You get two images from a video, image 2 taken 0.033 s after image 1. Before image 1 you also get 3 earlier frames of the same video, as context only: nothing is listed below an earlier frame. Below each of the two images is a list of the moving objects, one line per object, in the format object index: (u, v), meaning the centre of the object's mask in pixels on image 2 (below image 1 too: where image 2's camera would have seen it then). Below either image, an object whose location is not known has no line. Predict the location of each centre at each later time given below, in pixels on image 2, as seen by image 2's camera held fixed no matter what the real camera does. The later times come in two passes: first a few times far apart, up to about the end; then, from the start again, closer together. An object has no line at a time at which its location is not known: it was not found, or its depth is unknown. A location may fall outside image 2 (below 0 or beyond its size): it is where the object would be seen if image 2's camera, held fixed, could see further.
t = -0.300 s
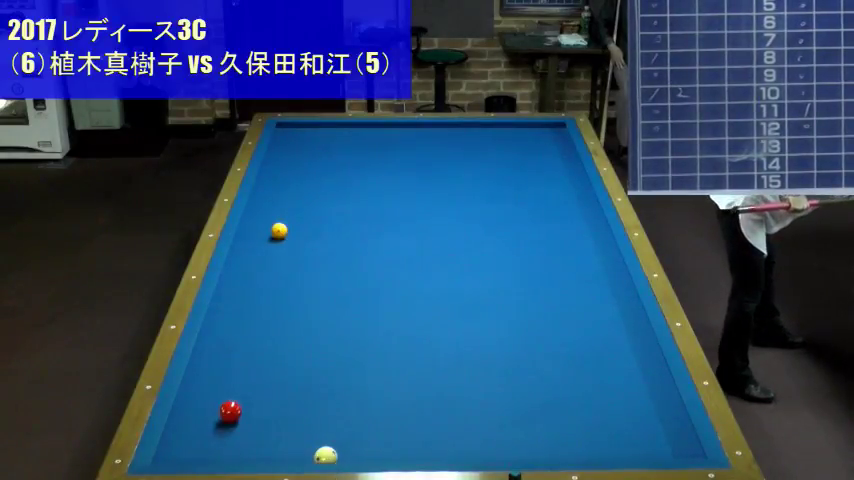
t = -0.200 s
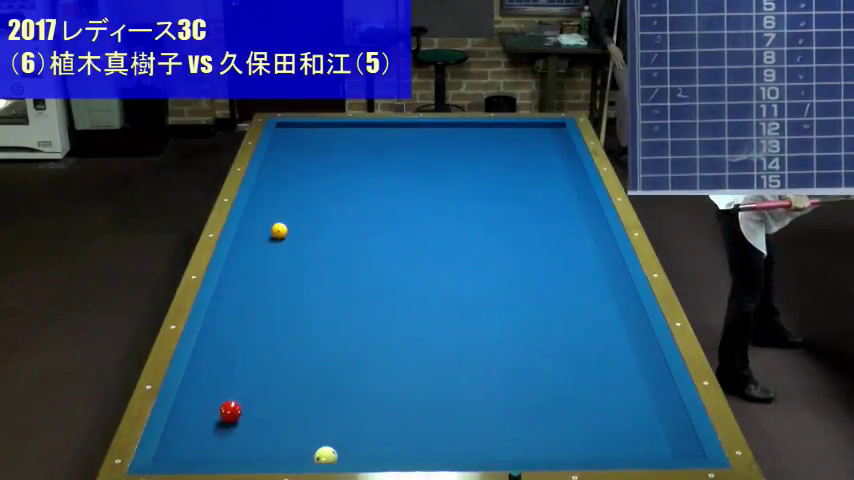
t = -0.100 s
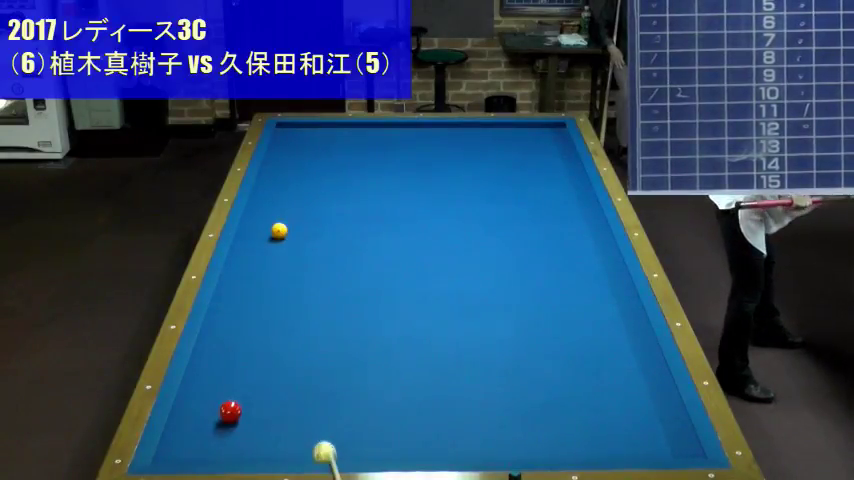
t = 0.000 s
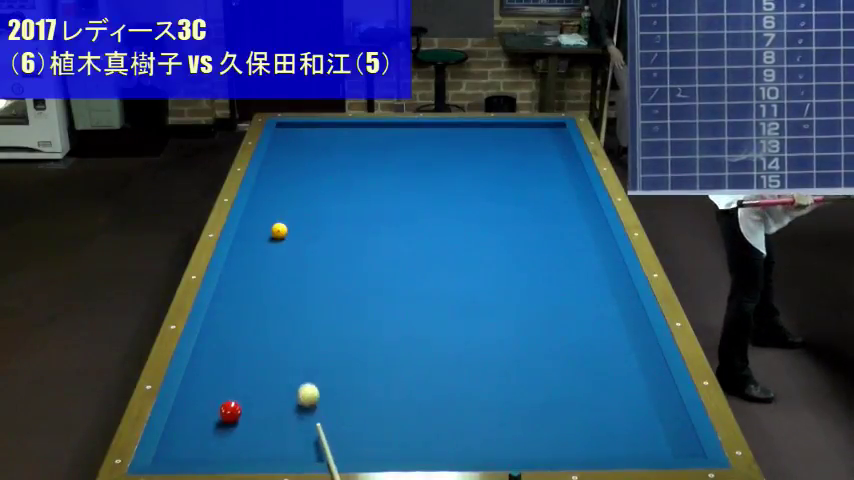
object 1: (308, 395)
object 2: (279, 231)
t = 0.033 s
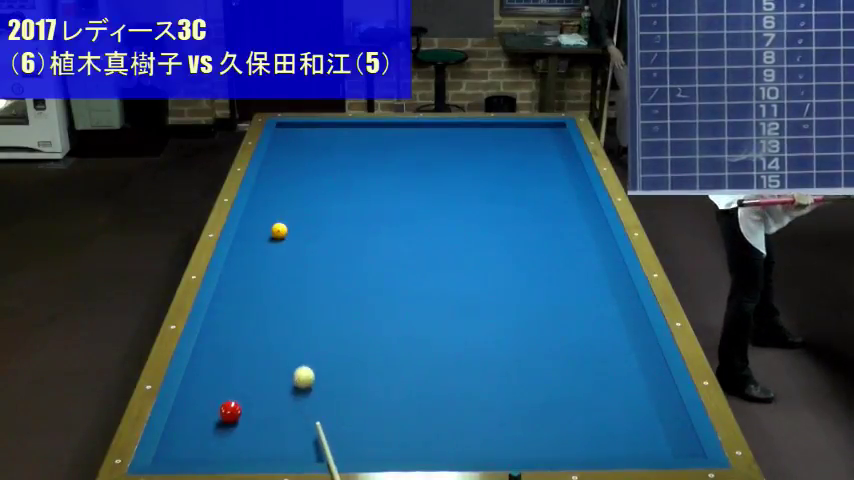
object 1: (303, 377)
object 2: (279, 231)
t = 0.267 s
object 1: (280, 279)
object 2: (279, 231)
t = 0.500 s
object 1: (249, 228)
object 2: (305, 210)
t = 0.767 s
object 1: (322, 198)
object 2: (356, 169)
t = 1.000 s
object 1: (368, 172)
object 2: (388, 144)
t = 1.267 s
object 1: (415, 146)
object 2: (416, 128)
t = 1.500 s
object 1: (476, 137)
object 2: (409, 132)
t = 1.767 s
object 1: (555, 133)
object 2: (392, 129)
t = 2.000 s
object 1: (522, 134)
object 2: (378, 126)
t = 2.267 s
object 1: (481, 136)
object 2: (364, 124)
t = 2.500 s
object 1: (447, 137)
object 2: (354, 126)
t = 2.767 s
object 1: (408, 138)
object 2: (342, 126)
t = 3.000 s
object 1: (374, 140)
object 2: (333, 128)
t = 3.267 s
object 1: (336, 142)
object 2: (323, 129)
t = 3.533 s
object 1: (299, 143)
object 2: (314, 130)
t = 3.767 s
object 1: (280, 144)
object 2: (305, 130)
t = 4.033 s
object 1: (300, 145)
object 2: (297, 131)
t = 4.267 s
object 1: (317, 145)
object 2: (290, 132)
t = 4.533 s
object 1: (335, 146)
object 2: (283, 133)
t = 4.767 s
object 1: (351, 146)
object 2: (279, 134)
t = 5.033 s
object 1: (368, 146)
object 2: (282, 134)
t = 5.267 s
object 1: (383, 147)
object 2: (284, 134)
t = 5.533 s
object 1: (400, 148)
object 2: (286, 135)
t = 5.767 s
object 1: (413, 148)
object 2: (287, 135)
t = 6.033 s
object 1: (428, 148)
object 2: (288, 135)
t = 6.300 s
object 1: (443, 149)
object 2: (289, 135)
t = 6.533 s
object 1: (455, 150)
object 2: (289, 136)
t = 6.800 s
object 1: (469, 150)
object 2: (289, 136)
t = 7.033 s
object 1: (480, 151)
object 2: (289, 135)
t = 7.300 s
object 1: (492, 151)
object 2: (289, 136)
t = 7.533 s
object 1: (502, 152)
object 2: (289, 136)
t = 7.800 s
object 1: (513, 152)
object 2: (289, 136)
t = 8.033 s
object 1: (522, 153)
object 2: (289, 136)
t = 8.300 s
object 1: (532, 153)
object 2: (289, 136)
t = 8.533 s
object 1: (540, 154)
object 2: (289, 136)
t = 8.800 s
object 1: (548, 154)
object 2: (289, 136)
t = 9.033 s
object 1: (555, 154)
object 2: (289, 136)
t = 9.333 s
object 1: (563, 155)
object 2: (289, 136)
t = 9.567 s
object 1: (568, 155)
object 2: (289, 136)
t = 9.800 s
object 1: (571, 156)
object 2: (289, 136)
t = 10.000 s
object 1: (569, 156)
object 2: (289, 136)
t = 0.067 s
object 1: (299, 361)
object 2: (279, 231)
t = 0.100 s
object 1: (296, 346)
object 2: (279, 231)
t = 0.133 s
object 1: (292, 331)
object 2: (279, 231)
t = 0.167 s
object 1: (289, 317)
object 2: (279, 231)
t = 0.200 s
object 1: (286, 304)
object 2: (279, 231)
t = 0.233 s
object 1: (283, 291)
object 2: (279, 231)
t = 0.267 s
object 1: (280, 279)
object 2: (279, 231)
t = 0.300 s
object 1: (277, 268)
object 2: (279, 231)
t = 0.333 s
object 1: (275, 256)
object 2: (279, 231)
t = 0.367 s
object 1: (272, 246)
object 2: (279, 230)
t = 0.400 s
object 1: (270, 237)
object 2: (281, 229)
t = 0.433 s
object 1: (258, 234)
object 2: (288, 223)
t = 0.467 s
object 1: (247, 231)
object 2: (297, 216)
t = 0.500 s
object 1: (249, 228)
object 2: (305, 210)
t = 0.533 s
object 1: (260, 224)
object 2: (312, 204)
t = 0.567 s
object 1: (270, 221)
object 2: (320, 198)
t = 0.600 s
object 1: (280, 217)
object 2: (327, 193)
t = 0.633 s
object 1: (289, 213)
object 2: (333, 187)
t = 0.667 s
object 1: (298, 210)
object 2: (339, 182)
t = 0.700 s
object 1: (306, 206)
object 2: (345, 178)
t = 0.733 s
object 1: (314, 202)
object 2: (351, 173)
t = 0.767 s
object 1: (322, 198)
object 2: (356, 169)
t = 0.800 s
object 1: (329, 194)
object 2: (361, 165)
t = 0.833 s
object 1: (336, 190)
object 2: (365, 162)
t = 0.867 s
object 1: (343, 186)
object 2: (370, 158)
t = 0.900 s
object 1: (349, 183)
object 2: (374, 154)
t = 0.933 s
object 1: (356, 179)
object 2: (379, 151)
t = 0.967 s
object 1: (362, 176)
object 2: (383, 148)
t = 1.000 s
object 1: (368, 172)
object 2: (388, 144)
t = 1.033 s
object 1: (375, 169)
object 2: (392, 141)
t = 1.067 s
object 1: (381, 165)
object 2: (396, 138)
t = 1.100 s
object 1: (386, 162)
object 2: (399, 135)
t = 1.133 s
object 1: (392, 159)
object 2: (404, 132)
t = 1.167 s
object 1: (398, 156)
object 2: (407, 129)
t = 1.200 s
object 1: (404, 152)
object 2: (411, 126)
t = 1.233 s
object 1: (409, 149)
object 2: (414, 125)
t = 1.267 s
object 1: (415, 146)
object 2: (416, 128)
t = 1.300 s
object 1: (420, 143)
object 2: (418, 130)
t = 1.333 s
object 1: (426, 140)
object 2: (421, 131)
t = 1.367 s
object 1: (432, 137)
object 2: (421, 133)
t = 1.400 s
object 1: (443, 137)
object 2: (418, 133)
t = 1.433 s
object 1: (454, 137)
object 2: (415, 132)
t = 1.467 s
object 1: (465, 138)
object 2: (411, 132)
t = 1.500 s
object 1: (476, 137)
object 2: (409, 132)
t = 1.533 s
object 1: (487, 137)
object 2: (406, 131)
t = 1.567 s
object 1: (497, 137)
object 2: (404, 131)
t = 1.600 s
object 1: (507, 136)
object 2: (402, 130)
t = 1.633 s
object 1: (517, 136)
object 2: (400, 130)
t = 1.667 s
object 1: (526, 135)
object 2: (398, 130)
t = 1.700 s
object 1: (536, 134)
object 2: (396, 129)
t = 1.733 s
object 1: (545, 134)
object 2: (394, 129)
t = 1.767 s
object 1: (555, 133)
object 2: (392, 129)
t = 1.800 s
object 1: (562, 133)
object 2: (390, 128)
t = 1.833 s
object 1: (555, 133)
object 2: (388, 128)
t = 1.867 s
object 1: (548, 133)
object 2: (386, 128)
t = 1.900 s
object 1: (541, 134)
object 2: (384, 127)
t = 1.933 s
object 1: (534, 134)
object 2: (382, 127)
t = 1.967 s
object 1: (527, 134)
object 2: (380, 127)
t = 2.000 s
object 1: (522, 134)
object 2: (378, 126)
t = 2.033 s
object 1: (516, 134)
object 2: (376, 126)
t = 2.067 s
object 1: (511, 135)
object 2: (374, 126)
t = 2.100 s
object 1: (506, 135)
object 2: (373, 126)
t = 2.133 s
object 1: (501, 135)
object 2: (371, 125)
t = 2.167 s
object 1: (496, 135)
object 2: (369, 125)
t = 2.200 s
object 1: (491, 135)
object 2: (367, 124)
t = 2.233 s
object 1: (486, 136)
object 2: (365, 124)
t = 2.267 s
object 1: (481, 136)
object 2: (364, 124)
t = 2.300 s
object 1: (476, 136)
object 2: (362, 125)
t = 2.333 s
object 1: (471, 136)
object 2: (361, 125)
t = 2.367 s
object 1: (466, 136)
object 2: (360, 125)
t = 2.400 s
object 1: (462, 137)
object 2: (358, 125)
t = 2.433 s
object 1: (456, 137)
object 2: (357, 125)
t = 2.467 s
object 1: (451, 137)
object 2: (355, 125)
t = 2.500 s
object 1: (447, 137)
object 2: (354, 126)
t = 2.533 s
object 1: (442, 137)
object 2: (352, 126)
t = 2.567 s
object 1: (437, 137)
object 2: (351, 126)
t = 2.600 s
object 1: (432, 138)
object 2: (349, 126)
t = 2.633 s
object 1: (427, 138)
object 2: (348, 126)
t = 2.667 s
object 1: (422, 138)
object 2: (346, 126)
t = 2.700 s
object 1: (418, 138)
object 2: (345, 126)
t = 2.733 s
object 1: (413, 138)
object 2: (344, 126)
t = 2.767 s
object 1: (408, 138)
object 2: (342, 126)
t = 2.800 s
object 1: (403, 139)
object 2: (341, 127)
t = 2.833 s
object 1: (398, 139)
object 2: (340, 127)
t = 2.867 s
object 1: (393, 139)
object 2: (338, 127)
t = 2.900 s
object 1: (389, 139)
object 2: (337, 127)
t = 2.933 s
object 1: (384, 139)
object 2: (336, 127)
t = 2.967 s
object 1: (379, 140)
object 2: (334, 128)
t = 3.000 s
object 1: (374, 140)
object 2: (333, 128)
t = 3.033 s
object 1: (369, 140)
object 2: (332, 128)
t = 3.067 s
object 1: (364, 140)
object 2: (330, 128)
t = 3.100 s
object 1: (360, 141)
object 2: (329, 128)
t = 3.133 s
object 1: (355, 141)
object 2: (328, 128)
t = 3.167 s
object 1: (350, 141)
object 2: (327, 128)
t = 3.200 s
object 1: (346, 141)
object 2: (325, 128)
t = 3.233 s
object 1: (341, 141)
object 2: (324, 128)
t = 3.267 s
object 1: (336, 142)
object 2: (323, 129)
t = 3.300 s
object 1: (332, 142)
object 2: (322, 129)
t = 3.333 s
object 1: (327, 142)
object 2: (321, 129)
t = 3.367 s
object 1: (322, 142)
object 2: (319, 129)
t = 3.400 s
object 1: (317, 143)
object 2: (318, 129)
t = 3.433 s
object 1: (312, 143)
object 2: (317, 129)
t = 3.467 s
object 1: (308, 143)
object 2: (316, 129)
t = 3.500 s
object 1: (303, 143)
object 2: (315, 129)
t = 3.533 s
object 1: (299, 143)
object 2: (314, 130)
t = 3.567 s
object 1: (294, 144)
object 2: (312, 130)
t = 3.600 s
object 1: (289, 144)
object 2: (311, 130)
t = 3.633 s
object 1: (285, 144)
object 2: (310, 130)
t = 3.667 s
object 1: (280, 144)
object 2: (309, 130)
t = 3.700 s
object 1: (275, 144)
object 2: (308, 130)
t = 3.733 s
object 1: (277, 144)
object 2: (307, 130)
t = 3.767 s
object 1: (280, 144)
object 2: (305, 130)
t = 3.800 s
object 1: (283, 144)
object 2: (304, 130)
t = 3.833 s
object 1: (285, 145)
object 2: (303, 130)
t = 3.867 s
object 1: (287, 145)
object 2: (302, 130)
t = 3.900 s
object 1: (290, 145)
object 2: (301, 130)
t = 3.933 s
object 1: (292, 145)
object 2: (300, 131)
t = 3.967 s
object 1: (295, 145)
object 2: (299, 130)
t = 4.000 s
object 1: (297, 145)
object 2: (298, 131)
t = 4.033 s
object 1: (300, 145)
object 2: (297, 131)
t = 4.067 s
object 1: (302, 145)
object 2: (296, 131)
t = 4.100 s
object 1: (305, 145)
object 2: (295, 131)
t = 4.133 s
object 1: (307, 145)
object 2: (294, 132)
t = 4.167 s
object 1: (309, 145)
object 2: (293, 132)
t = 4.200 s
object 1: (312, 145)
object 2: (292, 132)
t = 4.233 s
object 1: (314, 145)
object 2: (291, 132)
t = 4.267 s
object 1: (317, 145)
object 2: (290, 132)
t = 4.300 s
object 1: (319, 145)
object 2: (289, 132)
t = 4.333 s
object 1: (321, 145)
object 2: (288, 132)
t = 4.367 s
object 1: (323, 145)
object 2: (287, 132)
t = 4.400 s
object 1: (326, 145)
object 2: (286, 133)
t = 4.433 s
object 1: (328, 145)
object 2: (286, 132)
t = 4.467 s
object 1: (330, 146)
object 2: (284, 133)
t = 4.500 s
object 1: (333, 146)
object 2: (284, 133)
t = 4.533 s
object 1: (335, 146)
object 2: (283, 133)
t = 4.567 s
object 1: (337, 146)
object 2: (282, 133)
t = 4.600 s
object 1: (340, 146)
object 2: (281, 133)
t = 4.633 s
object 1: (342, 146)
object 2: (281, 133)
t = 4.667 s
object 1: (344, 146)
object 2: (280, 133)
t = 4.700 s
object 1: (346, 146)
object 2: (279, 133)
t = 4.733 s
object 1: (349, 146)
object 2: (279, 133)
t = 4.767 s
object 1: (351, 146)
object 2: (279, 134)
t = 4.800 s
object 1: (353, 146)
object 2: (280, 134)
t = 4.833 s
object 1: (355, 146)
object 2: (280, 134)
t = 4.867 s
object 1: (357, 146)
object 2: (280, 134)
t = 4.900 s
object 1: (360, 146)
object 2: (281, 134)
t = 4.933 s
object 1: (362, 146)
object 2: (281, 134)
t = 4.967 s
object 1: (364, 146)
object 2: (281, 134)
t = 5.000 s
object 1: (366, 146)
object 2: (282, 134)
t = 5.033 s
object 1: (368, 146)
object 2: (282, 134)
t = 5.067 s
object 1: (370, 147)
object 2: (282, 134)
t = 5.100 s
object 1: (373, 147)
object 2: (283, 134)
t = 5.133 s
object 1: (375, 147)
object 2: (283, 134)
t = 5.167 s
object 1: (377, 147)
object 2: (283, 134)
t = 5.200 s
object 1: (379, 147)
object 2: (284, 134)
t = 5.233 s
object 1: (381, 147)
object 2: (284, 134)
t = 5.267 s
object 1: (383, 147)
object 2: (284, 134)
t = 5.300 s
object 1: (385, 147)
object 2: (284, 134)
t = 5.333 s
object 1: (387, 147)
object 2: (285, 134)
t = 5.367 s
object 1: (389, 147)
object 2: (285, 134)
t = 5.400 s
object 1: (391, 147)
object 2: (285, 134)
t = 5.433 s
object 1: (393, 147)
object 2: (286, 134)
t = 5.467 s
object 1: (395, 148)
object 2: (286, 134)
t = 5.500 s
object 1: (397, 148)
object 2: (286, 135)
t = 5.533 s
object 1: (400, 148)
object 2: (286, 135)
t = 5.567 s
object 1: (401, 148)
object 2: (286, 135)
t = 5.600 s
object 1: (403, 148)
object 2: (287, 135)
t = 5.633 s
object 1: (406, 148)
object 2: (287, 135)
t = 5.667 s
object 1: (408, 148)
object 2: (287, 135)
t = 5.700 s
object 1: (409, 148)
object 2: (287, 135)
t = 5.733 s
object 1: (411, 148)
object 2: (287, 135)
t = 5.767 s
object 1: (413, 148)
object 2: (287, 135)
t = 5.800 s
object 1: (415, 148)
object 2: (287, 135)
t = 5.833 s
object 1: (417, 148)
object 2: (288, 135)
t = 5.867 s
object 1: (419, 148)
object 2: (288, 135)
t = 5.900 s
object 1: (421, 148)
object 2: (288, 135)
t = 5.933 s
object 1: (423, 148)
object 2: (288, 135)
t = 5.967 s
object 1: (425, 149)
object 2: (288, 135)
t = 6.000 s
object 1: (427, 149)
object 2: (288, 135)
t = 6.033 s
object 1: (428, 148)
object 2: (288, 135)
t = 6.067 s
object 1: (430, 149)
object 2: (288, 135)
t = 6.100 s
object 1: (432, 149)
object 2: (288, 135)
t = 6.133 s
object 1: (434, 149)
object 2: (289, 135)
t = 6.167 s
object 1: (436, 149)
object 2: (289, 135)
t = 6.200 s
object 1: (438, 149)
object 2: (289, 135)
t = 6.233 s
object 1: (439, 149)
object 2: (289, 135)
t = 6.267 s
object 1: (441, 149)
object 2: (289, 135)
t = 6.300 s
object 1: (443, 149)
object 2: (289, 135)
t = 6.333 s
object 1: (445, 149)
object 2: (289, 136)
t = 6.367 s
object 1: (447, 149)
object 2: (289, 136)
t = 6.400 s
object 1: (448, 149)
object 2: (289, 136)
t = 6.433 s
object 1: (450, 149)
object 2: (289, 136)
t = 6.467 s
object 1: (452, 149)
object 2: (289, 135)
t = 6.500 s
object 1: (454, 150)
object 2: (289, 135)
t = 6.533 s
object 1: (455, 150)
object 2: (289, 136)
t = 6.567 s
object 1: (457, 150)
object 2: (289, 136)
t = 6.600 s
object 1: (459, 150)
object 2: (289, 136)
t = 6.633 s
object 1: (460, 150)
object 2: (289, 136)
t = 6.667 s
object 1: (462, 150)
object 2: (289, 136)
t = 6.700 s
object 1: (464, 150)
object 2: (289, 136)
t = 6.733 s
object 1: (465, 150)
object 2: (289, 136)
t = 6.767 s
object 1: (467, 150)
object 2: (289, 136)
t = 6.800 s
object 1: (469, 150)
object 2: (289, 136)
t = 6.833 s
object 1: (470, 150)
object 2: (289, 136)
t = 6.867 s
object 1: (472, 150)
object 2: (289, 136)
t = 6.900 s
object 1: (473, 151)
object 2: (289, 136)
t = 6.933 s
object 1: (475, 151)
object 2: (289, 136)
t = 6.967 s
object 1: (477, 151)
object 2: (289, 136)
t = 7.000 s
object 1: (478, 151)
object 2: (289, 136)
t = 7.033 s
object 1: (480, 151)
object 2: (289, 135)
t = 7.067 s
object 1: (481, 151)
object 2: (289, 136)
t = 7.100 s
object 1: (483, 151)
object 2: (289, 136)
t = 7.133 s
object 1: (484, 151)
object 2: (289, 136)
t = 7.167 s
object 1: (486, 151)
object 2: (289, 136)
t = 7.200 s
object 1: (488, 151)
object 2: (289, 136)
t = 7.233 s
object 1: (489, 151)
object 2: (289, 136)
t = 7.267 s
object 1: (491, 151)
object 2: (289, 136)
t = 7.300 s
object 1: (492, 151)
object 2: (289, 136)
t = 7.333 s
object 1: (494, 151)
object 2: (289, 136)
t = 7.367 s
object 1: (495, 151)
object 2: (289, 136)
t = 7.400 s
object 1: (496, 152)
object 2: (289, 136)
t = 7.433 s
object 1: (498, 152)
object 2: (289, 136)
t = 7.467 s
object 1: (499, 152)
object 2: (289, 136)
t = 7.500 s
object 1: (501, 152)
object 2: (289, 136)
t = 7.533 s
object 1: (502, 152)
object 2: (289, 136)
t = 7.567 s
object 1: (504, 152)
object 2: (289, 136)
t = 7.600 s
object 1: (505, 152)
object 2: (289, 136)
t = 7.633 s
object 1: (506, 152)
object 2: (289, 136)
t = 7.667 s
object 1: (508, 152)
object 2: (289, 136)
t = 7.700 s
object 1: (509, 152)
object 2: (289, 136)
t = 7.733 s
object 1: (510, 152)
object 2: (289, 136)
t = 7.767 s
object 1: (512, 152)
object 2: (289, 136)
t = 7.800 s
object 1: (513, 152)
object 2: (289, 136)
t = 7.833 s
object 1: (514, 152)
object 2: (289, 136)
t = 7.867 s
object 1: (516, 152)
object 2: (289, 136)
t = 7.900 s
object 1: (517, 153)
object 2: (289, 136)
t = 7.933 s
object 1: (518, 153)
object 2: (289, 136)
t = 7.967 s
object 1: (519, 153)
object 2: (289, 136)
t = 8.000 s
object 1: (521, 153)
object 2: (289, 136)
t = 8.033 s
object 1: (522, 153)
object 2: (289, 136)
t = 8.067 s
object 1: (523, 153)
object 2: (289, 136)
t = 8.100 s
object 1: (525, 153)
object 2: (289, 136)
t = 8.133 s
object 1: (526, 153)
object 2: (289, 136)
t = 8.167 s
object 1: (527, 153)
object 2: (289, 136)
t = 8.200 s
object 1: (528, 153)
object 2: (289, 136)
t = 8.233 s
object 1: (529, 153)
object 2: (289, 136)
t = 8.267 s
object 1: (530, 153)
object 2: (289, 136)
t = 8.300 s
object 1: (532, 153)
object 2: (289, 136)
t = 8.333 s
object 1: (533, 153)
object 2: (289, 136)
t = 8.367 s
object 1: (534, 153)
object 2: (289, 136)
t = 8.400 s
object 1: (535, 153)
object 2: (289, 136)
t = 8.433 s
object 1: (536, 154)
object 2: (289, 136)
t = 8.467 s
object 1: (537, 153)
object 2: (289, 136)
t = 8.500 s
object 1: (538, 153)
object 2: (289, 136)
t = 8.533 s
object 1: (540, 154)
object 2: (289, 136)
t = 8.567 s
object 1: (541, 154)
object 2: (289, 136)
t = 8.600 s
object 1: (542, 154)
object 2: (289, 136)
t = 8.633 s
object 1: (543, 154)
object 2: (289, 136)
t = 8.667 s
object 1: (544, 154)
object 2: (289, 136)
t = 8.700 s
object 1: (545, 154)
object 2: (289, 136)
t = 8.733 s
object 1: (546, 154)
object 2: (289, 136)
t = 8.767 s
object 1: (547, 154)
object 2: (289, 136)
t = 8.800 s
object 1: (548, 154)
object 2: (289, 136)
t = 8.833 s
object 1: (549, 154)
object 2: (289, 136)
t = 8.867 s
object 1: (550, 154)
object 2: (289, 136)
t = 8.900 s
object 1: (551, 154)
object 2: (289, 136)
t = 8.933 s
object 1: (552, 154)
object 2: (289, 136)
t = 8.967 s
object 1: (553, 154)
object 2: (289, 136)
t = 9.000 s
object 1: (554, 155)
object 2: (289, 136)
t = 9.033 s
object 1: (555, 154)
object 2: (289, 136)
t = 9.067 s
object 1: (556, 154)
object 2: (289, 136)
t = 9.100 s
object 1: (557, 155)
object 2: (289, 136)
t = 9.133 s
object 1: (557, 155)
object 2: (289, 136)
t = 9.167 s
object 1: (558, 155)
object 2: (289, 136)
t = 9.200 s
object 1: (559, 155)
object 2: (289, 136)
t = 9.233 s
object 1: (560, 155)
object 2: (289, 136)
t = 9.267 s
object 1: (561, 155)
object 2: (289, 136)
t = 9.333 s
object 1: (563, 155)
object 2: (289, 136)
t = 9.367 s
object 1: (563, 155)
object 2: (289, 136)
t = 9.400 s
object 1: (564, 155)
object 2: (289, 136)
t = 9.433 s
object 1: (565, 155)
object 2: (289, 136)
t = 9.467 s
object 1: (566, 155)
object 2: (289, 136)
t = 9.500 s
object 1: (567, 155)
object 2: (289, 136)
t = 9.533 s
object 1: (568, 155)
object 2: (289, 136)
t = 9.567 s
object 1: (568, 155)
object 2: (289, 136)
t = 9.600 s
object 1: (569, 156)
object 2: (289, 136)
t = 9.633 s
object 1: (569, 155)
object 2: (289, 136)
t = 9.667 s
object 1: (570, 156)
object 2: (289, 136)
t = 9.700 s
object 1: (571, 156)
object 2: (289, 136)
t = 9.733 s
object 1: (571, 155)
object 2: (289, 136)
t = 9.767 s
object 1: (571, 156)
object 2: (289, 136)
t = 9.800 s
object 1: (571, 156)
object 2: (289, 136)
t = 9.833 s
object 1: (571, 156)
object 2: (289, 136)
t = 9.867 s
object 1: (570, 156)
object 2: (289, 136)
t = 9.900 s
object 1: (570, 156)
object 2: (289, 136)
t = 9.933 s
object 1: (570, 156)
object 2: (289, 136)
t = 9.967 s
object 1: (569, 156)
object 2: (289, 136)
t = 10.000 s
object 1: (569, 156)
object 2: (289, 136)
